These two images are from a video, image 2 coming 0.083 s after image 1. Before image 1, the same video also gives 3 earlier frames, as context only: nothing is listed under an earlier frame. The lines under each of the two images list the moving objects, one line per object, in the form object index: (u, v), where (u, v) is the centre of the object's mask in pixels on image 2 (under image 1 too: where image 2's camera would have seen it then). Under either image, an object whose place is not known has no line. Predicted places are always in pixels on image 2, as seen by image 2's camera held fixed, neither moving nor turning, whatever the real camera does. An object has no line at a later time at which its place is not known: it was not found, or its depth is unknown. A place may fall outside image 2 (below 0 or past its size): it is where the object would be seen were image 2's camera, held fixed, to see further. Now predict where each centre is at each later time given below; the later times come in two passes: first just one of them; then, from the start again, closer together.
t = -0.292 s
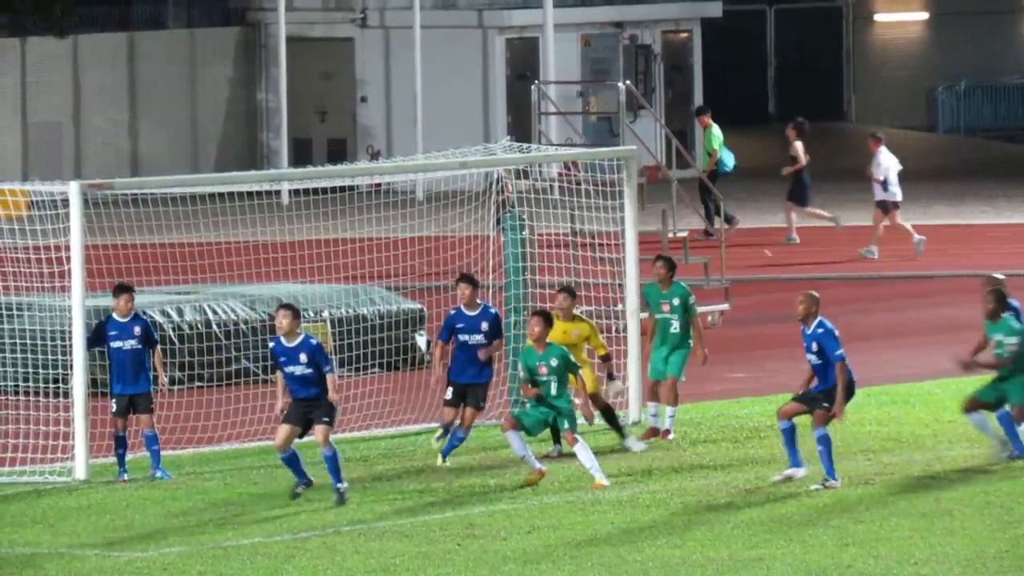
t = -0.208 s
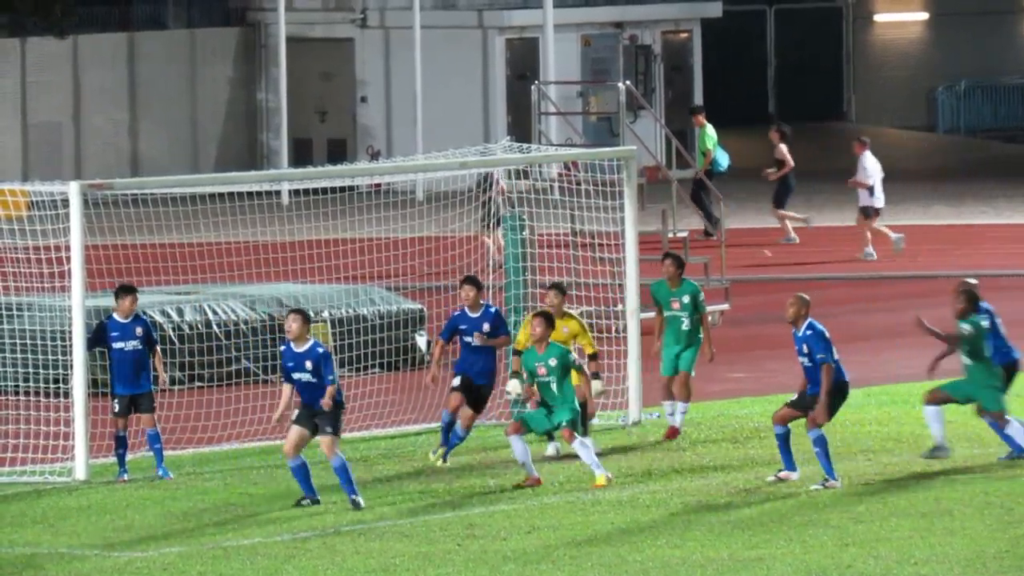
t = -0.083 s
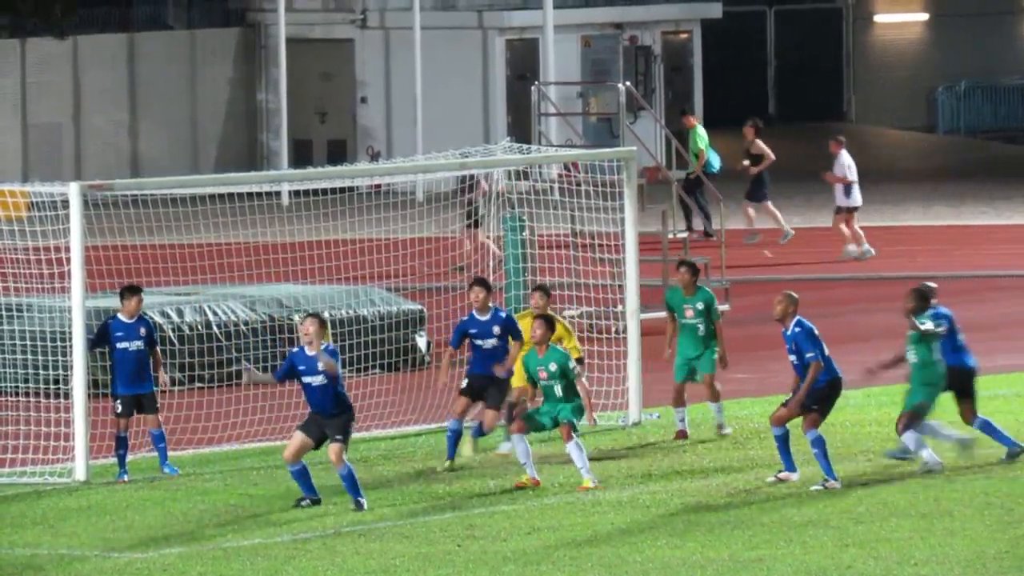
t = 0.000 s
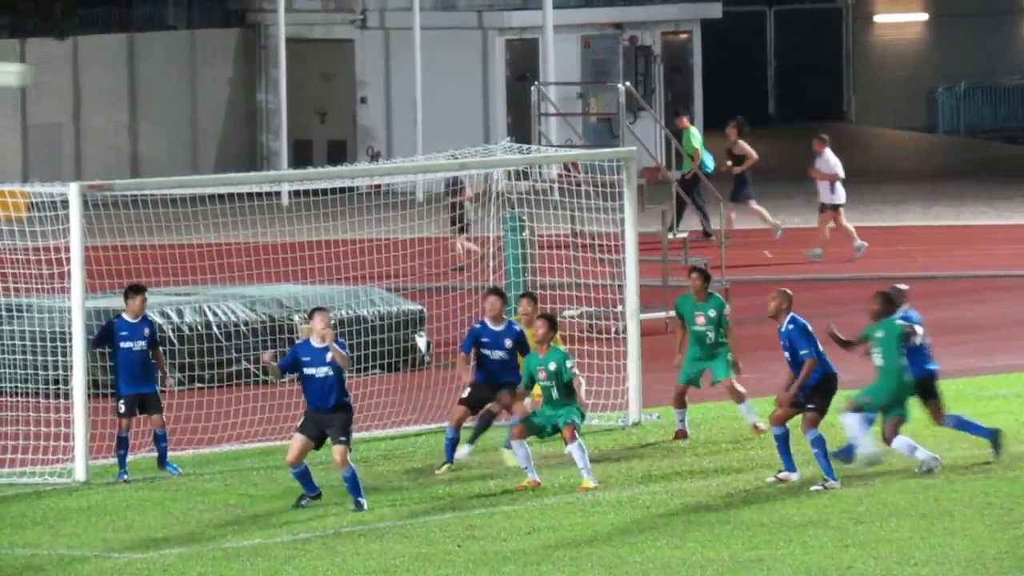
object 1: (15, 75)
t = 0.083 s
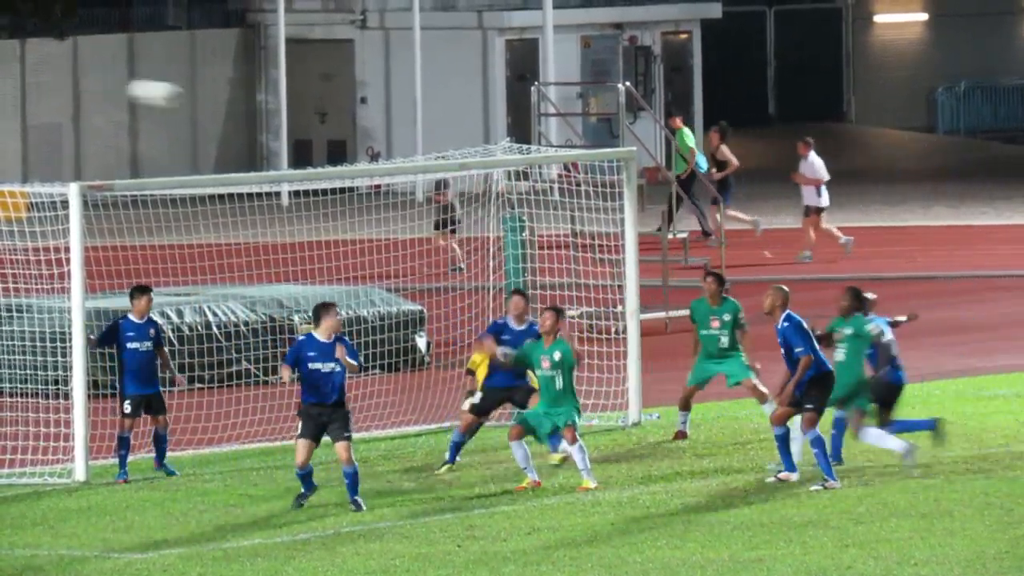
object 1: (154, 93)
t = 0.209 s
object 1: (357, 131)
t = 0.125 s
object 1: (224, 103)
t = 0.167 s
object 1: (294, 117)
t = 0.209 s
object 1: (357, 131)
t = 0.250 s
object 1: (420, 147)
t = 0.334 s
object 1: (542, 188)
